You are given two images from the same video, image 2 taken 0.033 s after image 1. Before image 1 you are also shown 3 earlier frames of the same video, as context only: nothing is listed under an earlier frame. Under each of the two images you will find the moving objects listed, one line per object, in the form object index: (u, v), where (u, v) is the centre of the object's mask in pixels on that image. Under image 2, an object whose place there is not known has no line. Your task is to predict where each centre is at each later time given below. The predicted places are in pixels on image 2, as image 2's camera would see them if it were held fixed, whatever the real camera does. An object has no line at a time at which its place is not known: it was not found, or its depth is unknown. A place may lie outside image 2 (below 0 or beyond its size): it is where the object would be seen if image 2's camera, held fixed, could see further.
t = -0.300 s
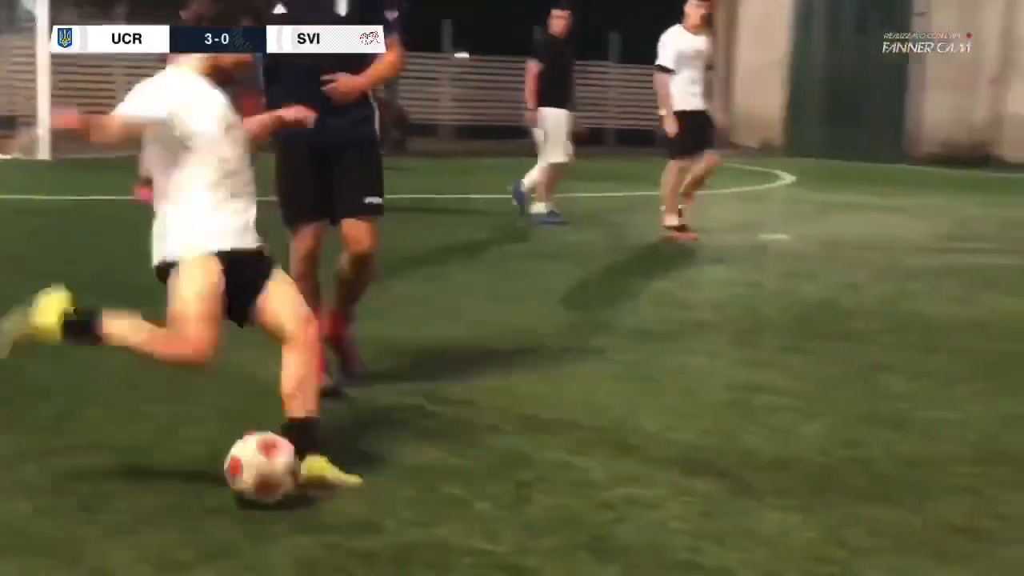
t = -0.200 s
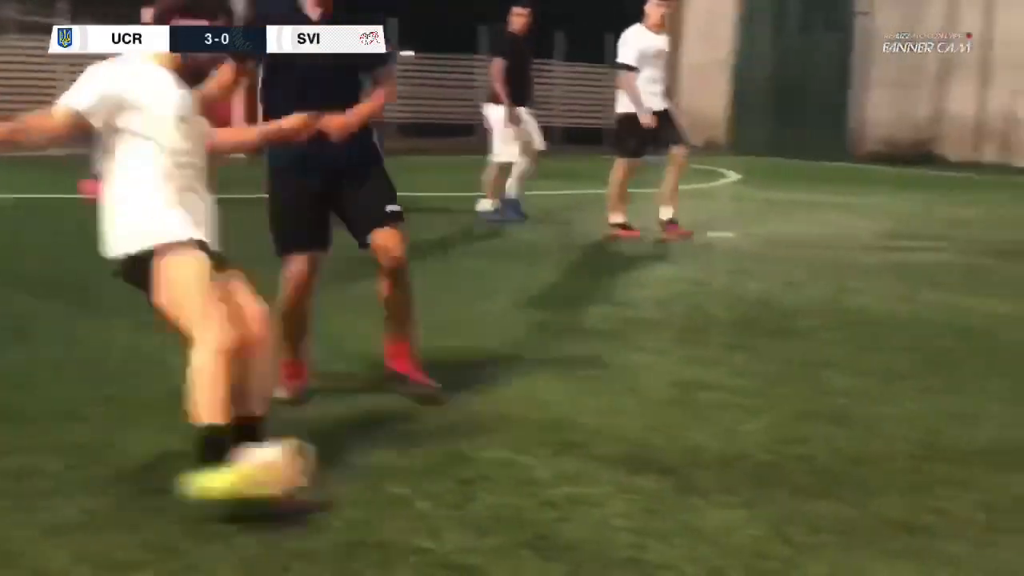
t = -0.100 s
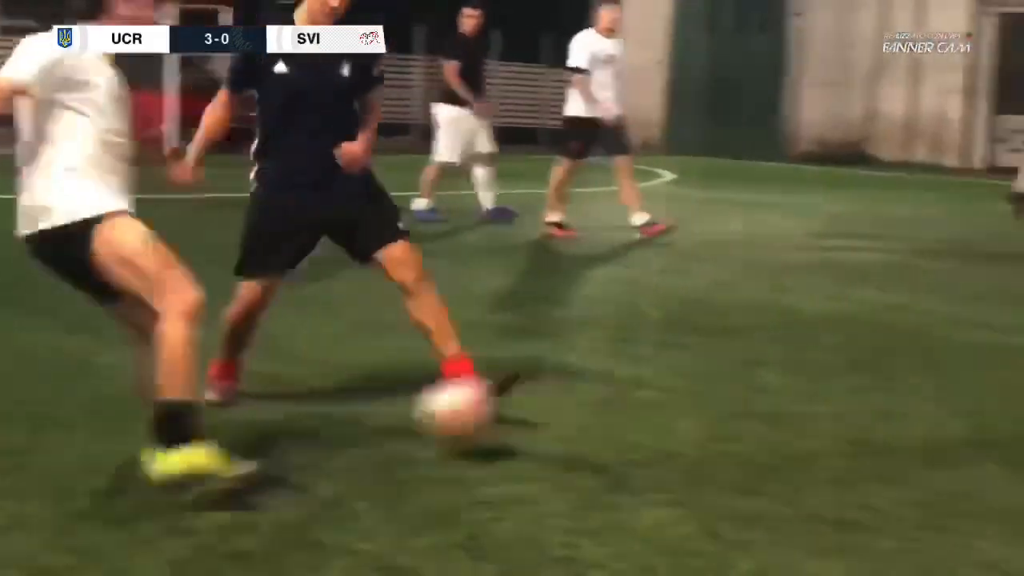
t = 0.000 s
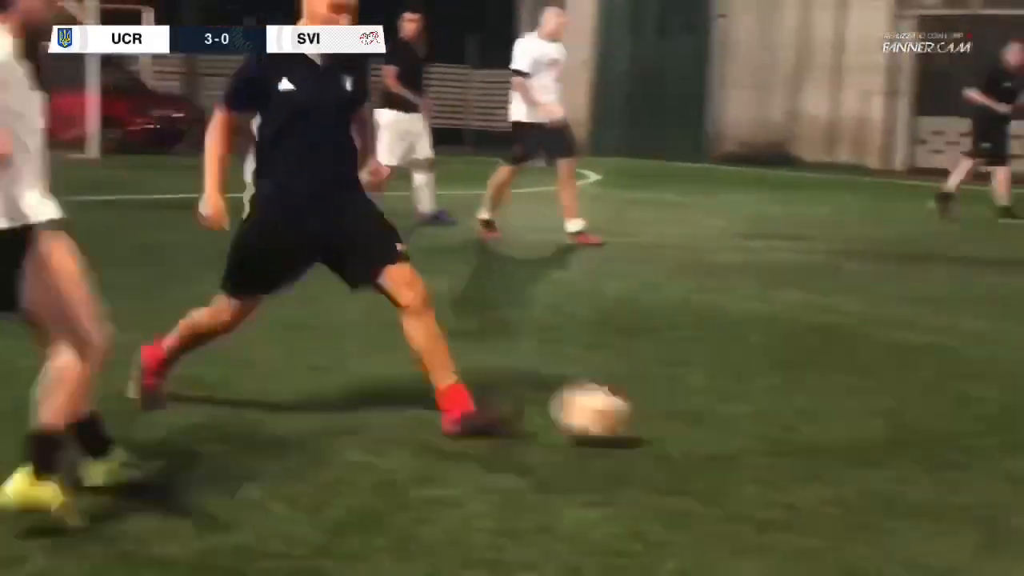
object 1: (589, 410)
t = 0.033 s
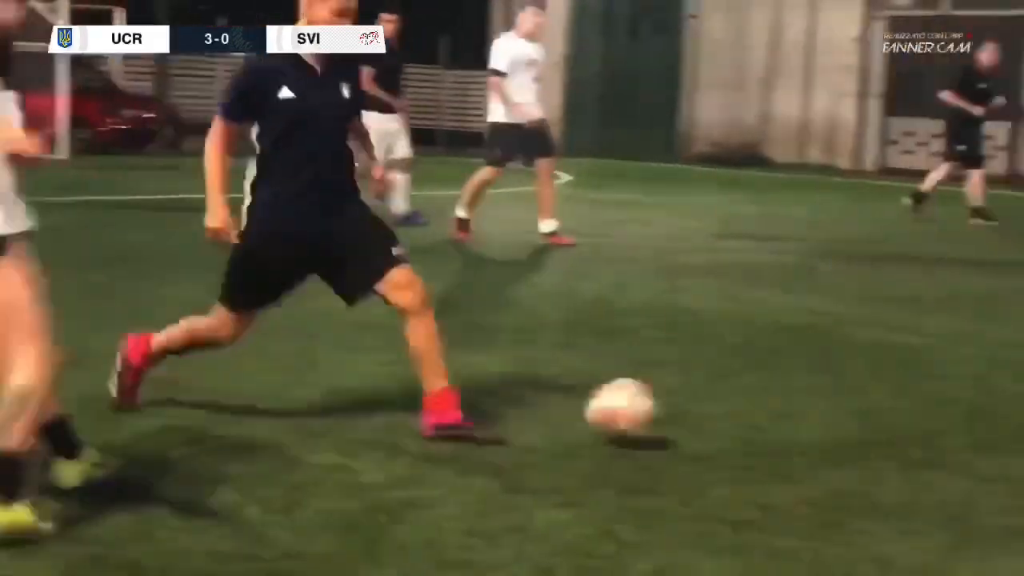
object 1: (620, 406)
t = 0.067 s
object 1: (671, 400)
